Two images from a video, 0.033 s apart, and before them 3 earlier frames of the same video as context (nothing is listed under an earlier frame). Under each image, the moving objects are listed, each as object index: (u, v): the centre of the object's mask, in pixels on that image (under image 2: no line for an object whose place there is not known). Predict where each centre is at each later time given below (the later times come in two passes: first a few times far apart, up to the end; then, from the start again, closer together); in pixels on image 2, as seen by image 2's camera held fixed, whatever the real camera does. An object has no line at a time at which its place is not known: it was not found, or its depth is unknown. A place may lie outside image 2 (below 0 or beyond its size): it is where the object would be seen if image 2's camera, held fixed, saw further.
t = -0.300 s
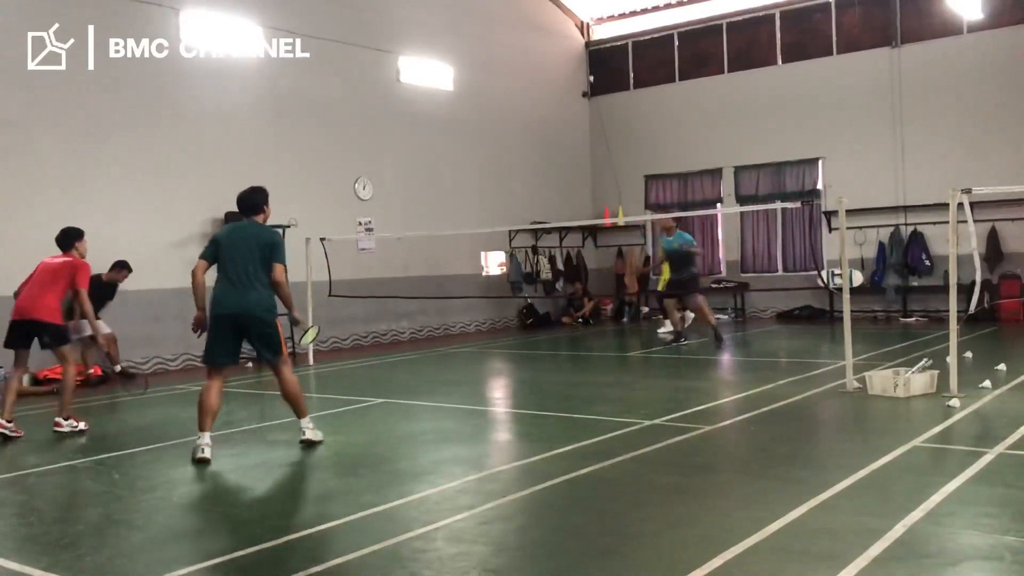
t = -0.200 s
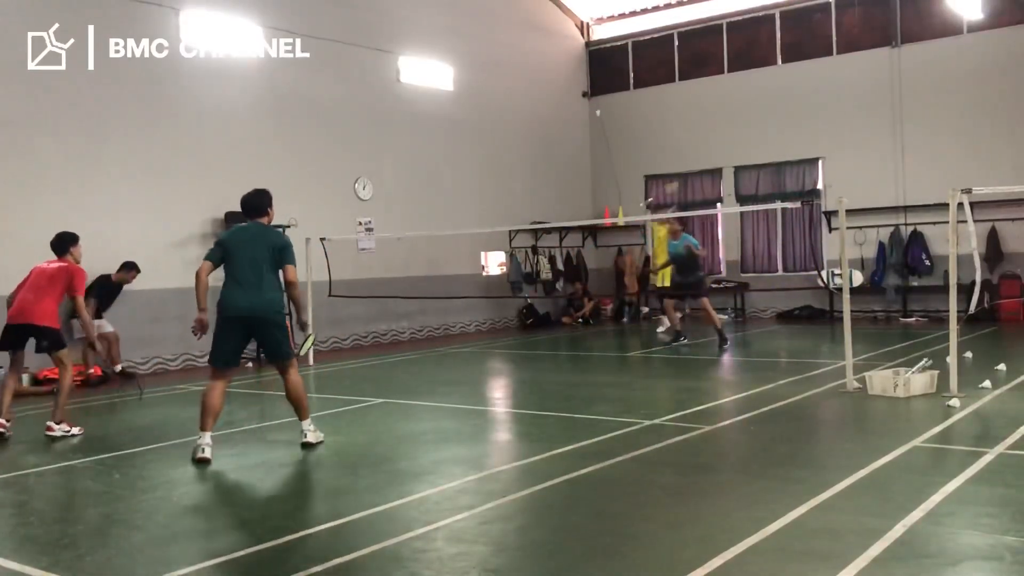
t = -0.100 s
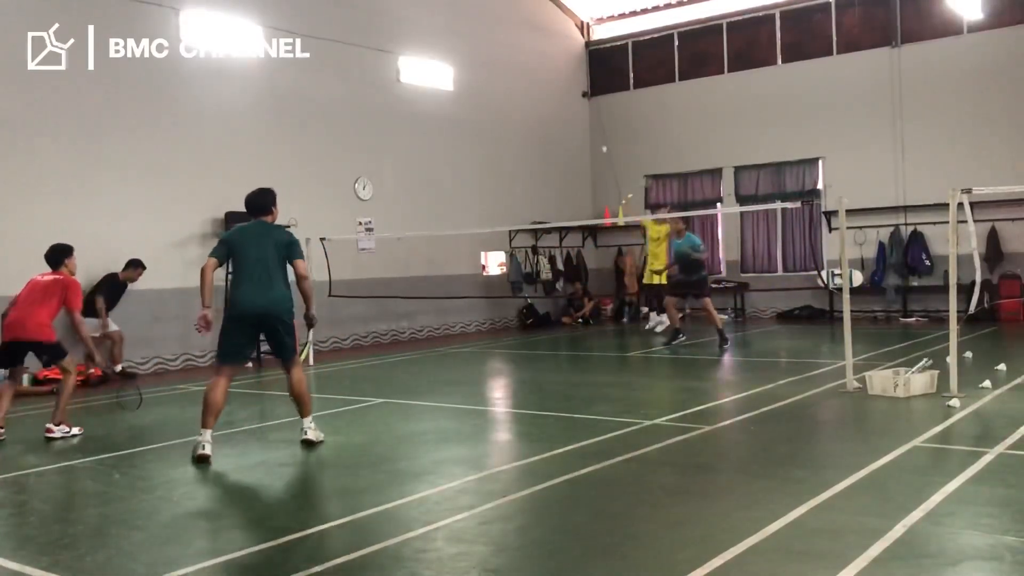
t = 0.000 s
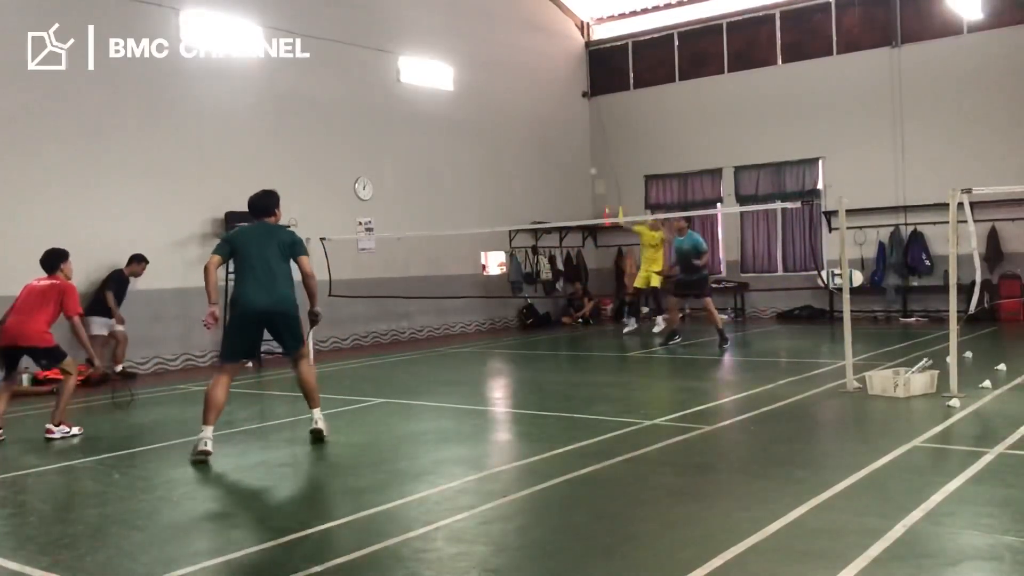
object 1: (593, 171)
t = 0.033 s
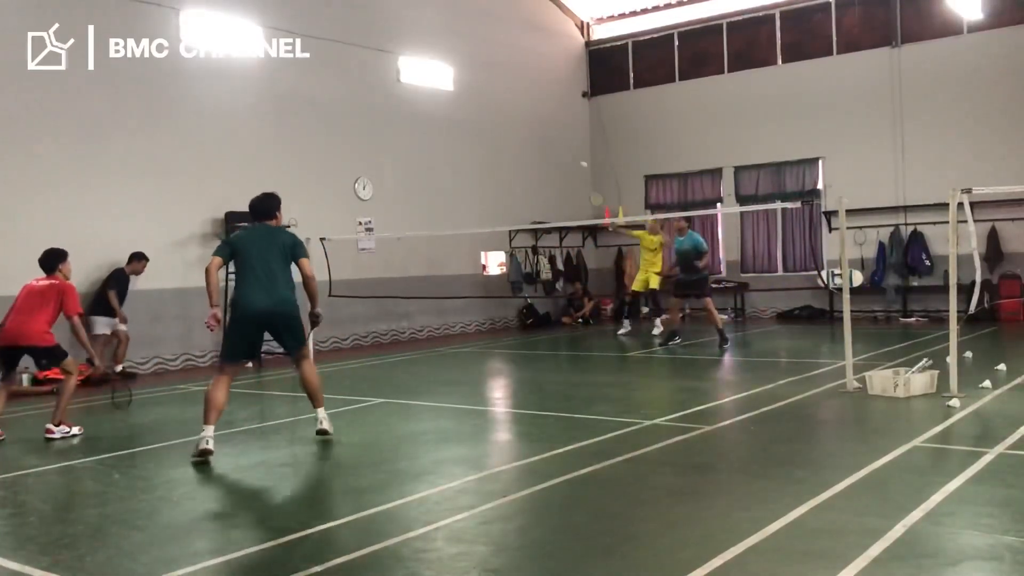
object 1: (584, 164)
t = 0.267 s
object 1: (514, 154)
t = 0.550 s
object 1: (448, 200)
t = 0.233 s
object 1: (523, 153)
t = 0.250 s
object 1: (518, 154)
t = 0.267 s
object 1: (514, 154)
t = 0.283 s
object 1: (509, 155)
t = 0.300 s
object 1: (505, 156)
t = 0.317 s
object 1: (501, 157)
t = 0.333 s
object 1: (497, 159)
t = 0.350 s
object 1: (493, 161)
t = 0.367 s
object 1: (489, 163)
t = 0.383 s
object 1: (485, 165)
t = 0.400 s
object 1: (481, 168)
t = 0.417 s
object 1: (478, 170)
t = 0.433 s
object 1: (474, 173)
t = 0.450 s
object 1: (470, 176)
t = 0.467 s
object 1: (466, 180)
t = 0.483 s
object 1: (463, 183)
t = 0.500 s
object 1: (459, 187)
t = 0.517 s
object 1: (456, 191)
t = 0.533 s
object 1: (452, 195)
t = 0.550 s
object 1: (448, 200)
